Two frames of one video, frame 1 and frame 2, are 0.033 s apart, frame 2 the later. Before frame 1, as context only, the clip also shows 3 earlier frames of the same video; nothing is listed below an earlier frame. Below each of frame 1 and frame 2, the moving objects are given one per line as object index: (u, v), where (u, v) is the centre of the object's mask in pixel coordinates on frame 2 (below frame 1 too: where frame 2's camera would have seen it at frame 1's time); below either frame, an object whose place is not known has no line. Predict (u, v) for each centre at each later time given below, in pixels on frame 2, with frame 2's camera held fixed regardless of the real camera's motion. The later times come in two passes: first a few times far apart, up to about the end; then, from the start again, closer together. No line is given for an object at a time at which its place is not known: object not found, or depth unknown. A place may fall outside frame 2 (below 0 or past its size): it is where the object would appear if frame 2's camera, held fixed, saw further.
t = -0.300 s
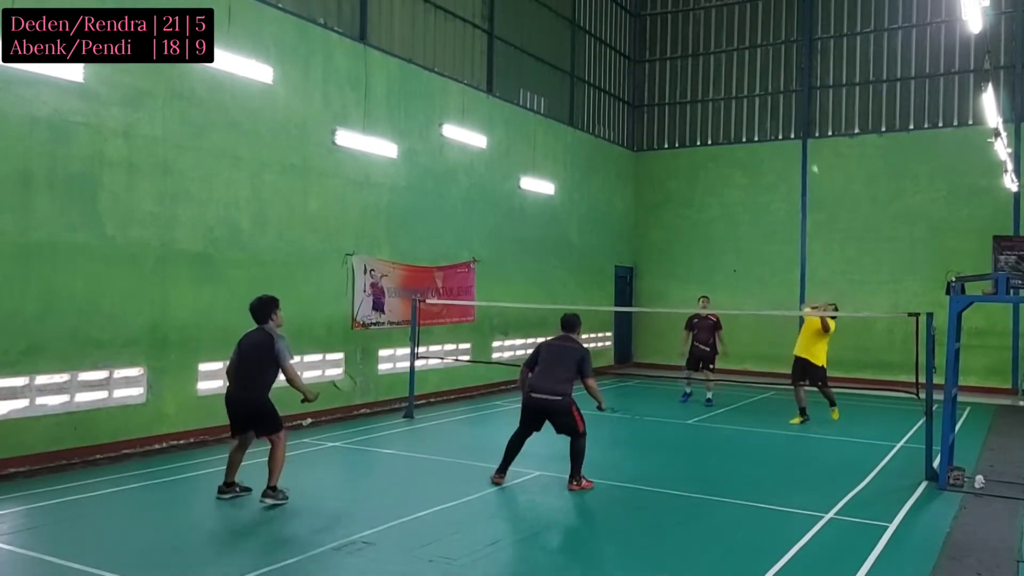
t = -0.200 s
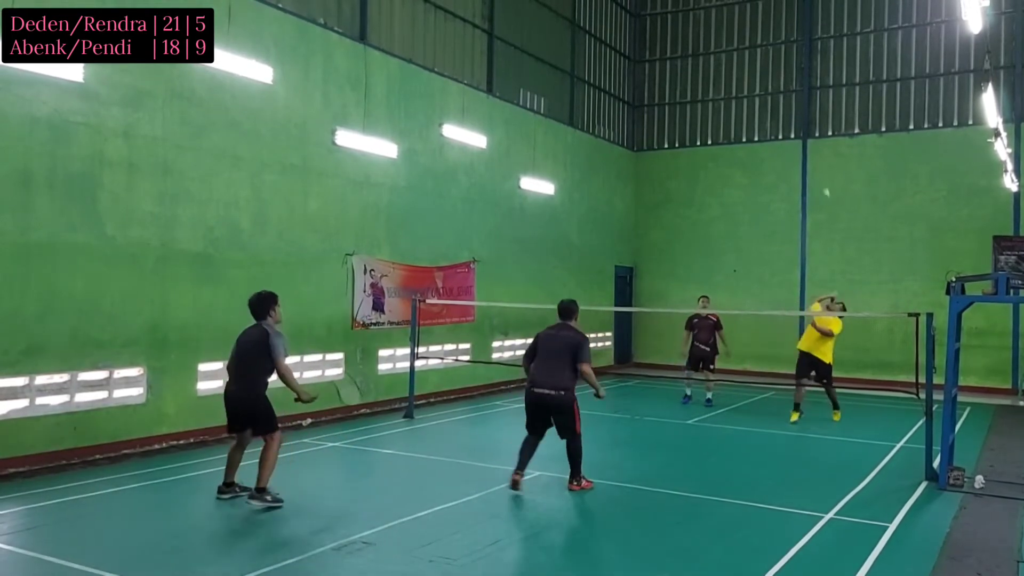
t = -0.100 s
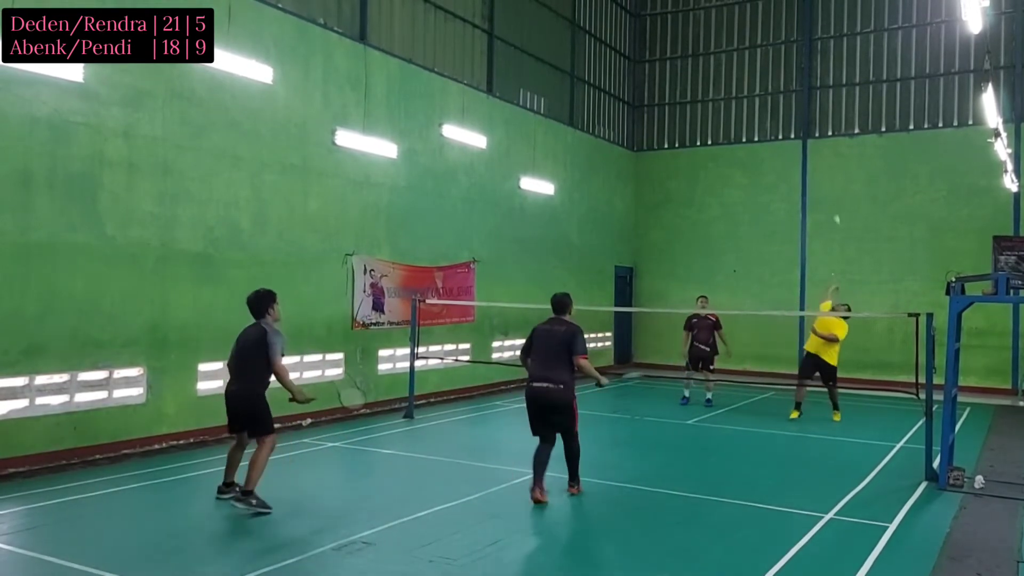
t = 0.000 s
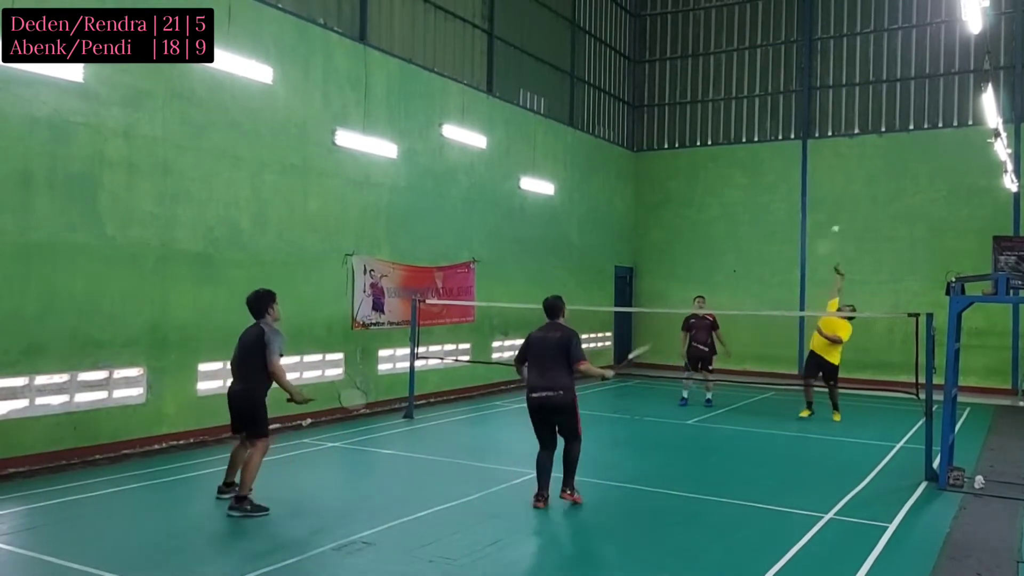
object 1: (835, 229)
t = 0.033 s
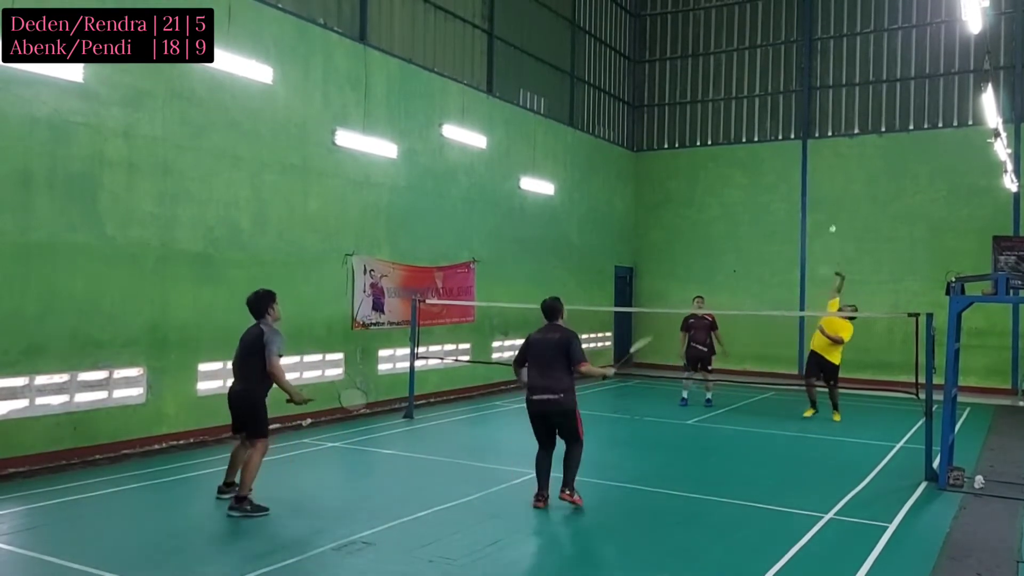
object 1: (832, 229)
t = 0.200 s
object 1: (817, 222)
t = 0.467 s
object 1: (790, 269)
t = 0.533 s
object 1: (784, 290)
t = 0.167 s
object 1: (820, 221)
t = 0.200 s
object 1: (817, 222)
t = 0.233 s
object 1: (815, 223)
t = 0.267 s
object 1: (811, 226)
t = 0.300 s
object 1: (808, 229)
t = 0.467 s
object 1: (790, 269)
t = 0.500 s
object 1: (787, 279)
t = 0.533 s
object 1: (784, 290)
